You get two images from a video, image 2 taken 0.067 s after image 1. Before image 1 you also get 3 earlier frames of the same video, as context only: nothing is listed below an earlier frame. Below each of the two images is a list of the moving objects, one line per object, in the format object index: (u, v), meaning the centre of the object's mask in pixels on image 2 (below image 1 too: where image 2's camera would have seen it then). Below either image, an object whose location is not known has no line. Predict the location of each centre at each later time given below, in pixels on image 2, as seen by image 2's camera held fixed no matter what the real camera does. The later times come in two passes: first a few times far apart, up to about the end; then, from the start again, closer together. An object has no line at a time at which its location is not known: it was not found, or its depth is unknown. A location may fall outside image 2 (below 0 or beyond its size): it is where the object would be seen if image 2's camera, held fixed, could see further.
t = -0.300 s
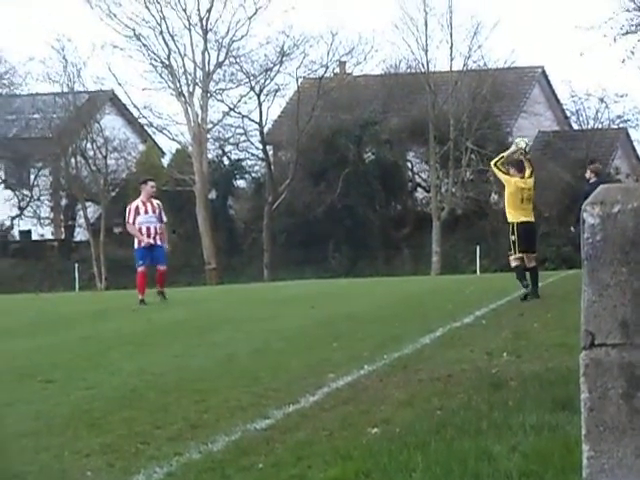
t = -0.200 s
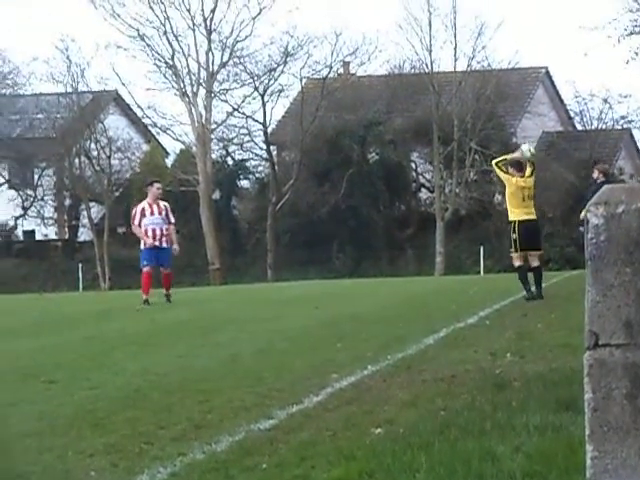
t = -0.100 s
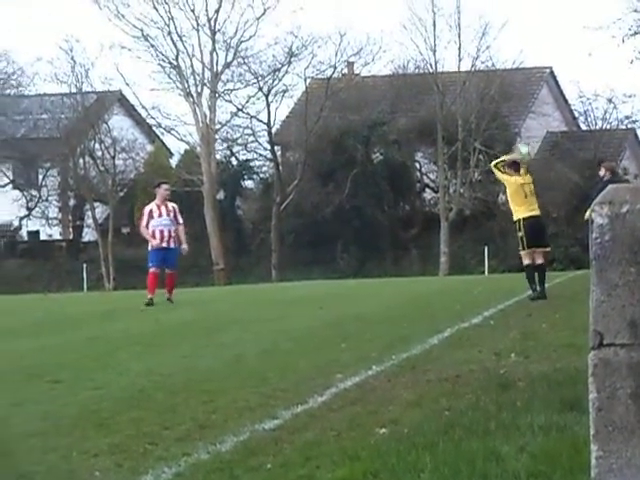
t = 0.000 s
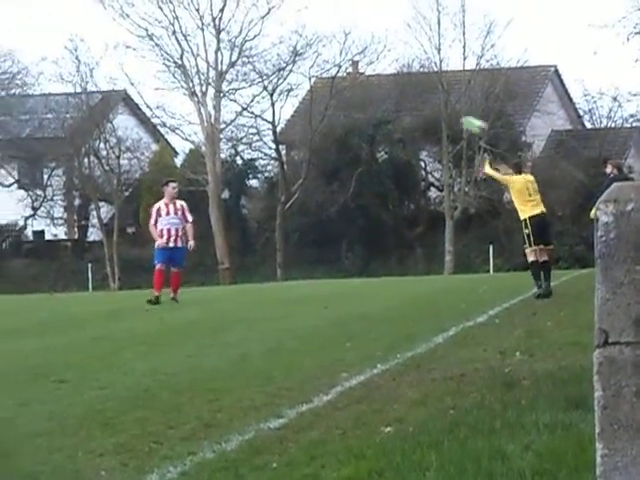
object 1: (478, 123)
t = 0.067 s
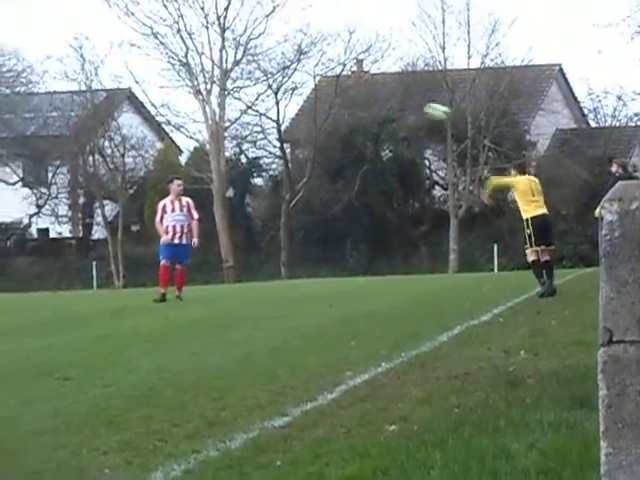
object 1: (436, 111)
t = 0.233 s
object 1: (343, 98)
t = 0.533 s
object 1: (200, 132)
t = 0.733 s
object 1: (114, 173)
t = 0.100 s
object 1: (418, 105)
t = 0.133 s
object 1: (398, 103)
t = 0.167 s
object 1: (380, 101)
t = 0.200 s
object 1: (361, 99)
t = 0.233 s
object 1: (343, 98)
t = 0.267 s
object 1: (326, 98)
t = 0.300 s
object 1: (311, 99)
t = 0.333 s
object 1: (294, 101)
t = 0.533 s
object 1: (200, 132)
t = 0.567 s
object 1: (182, 132)
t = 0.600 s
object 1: (169, 138)
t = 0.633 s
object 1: (156, 148)
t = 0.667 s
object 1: (141, 154)
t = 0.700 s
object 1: (126, 163)
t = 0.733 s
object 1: (114, 173)
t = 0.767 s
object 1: (102, 184)
